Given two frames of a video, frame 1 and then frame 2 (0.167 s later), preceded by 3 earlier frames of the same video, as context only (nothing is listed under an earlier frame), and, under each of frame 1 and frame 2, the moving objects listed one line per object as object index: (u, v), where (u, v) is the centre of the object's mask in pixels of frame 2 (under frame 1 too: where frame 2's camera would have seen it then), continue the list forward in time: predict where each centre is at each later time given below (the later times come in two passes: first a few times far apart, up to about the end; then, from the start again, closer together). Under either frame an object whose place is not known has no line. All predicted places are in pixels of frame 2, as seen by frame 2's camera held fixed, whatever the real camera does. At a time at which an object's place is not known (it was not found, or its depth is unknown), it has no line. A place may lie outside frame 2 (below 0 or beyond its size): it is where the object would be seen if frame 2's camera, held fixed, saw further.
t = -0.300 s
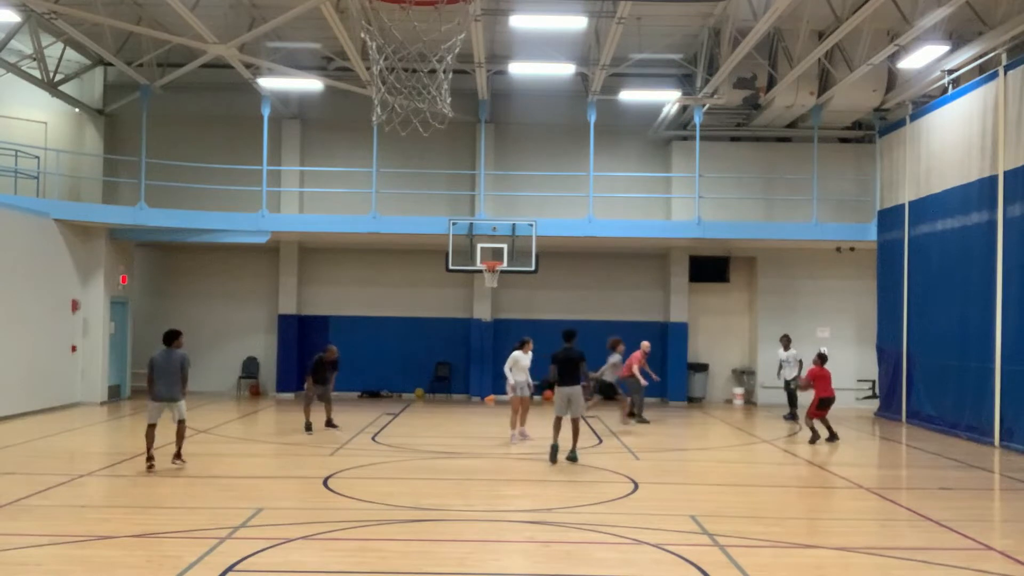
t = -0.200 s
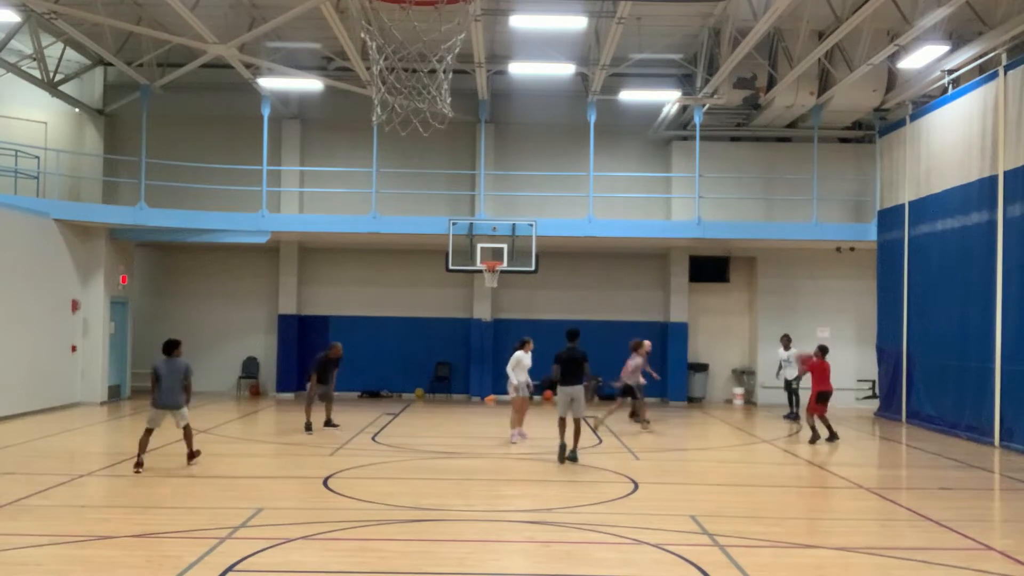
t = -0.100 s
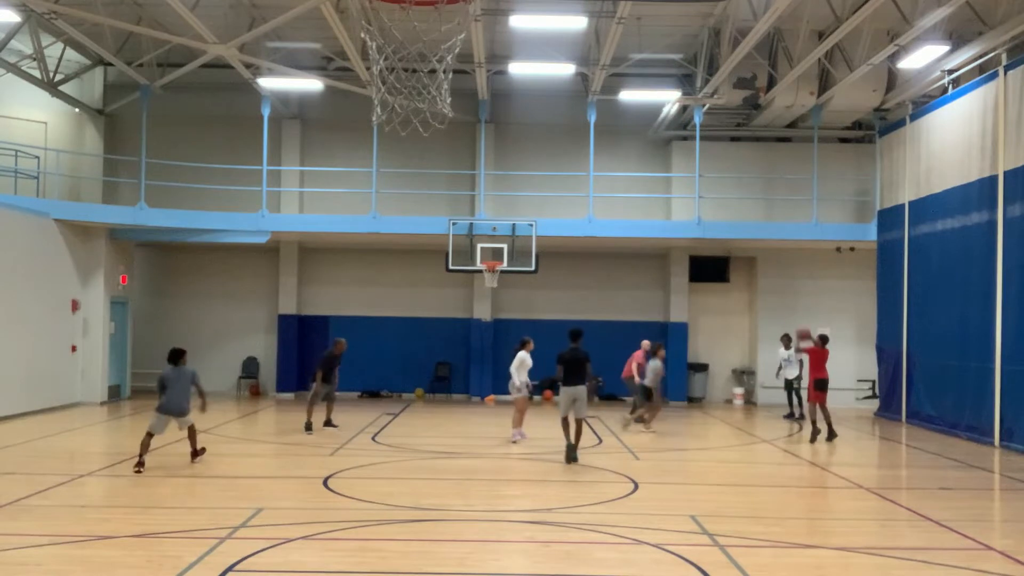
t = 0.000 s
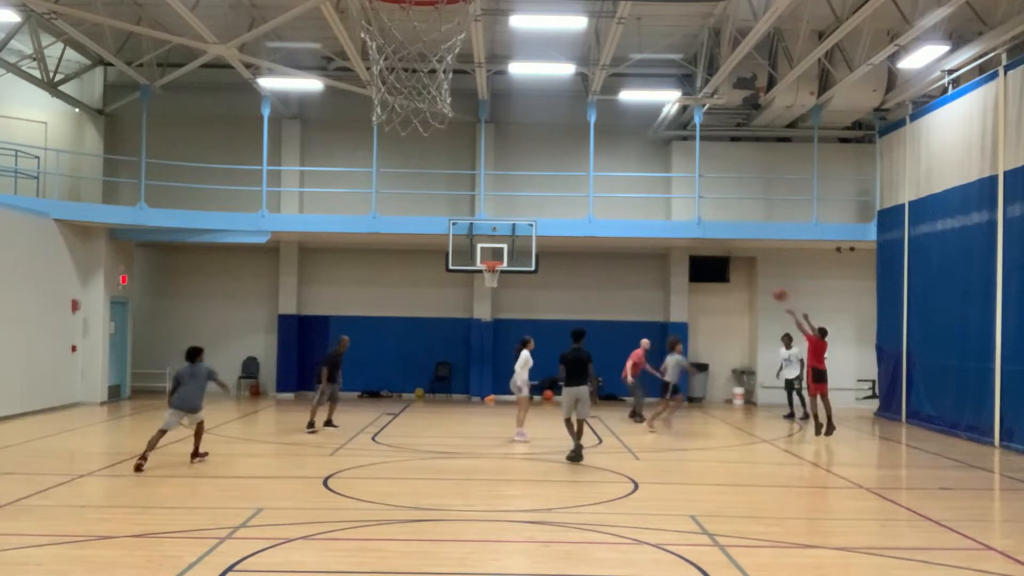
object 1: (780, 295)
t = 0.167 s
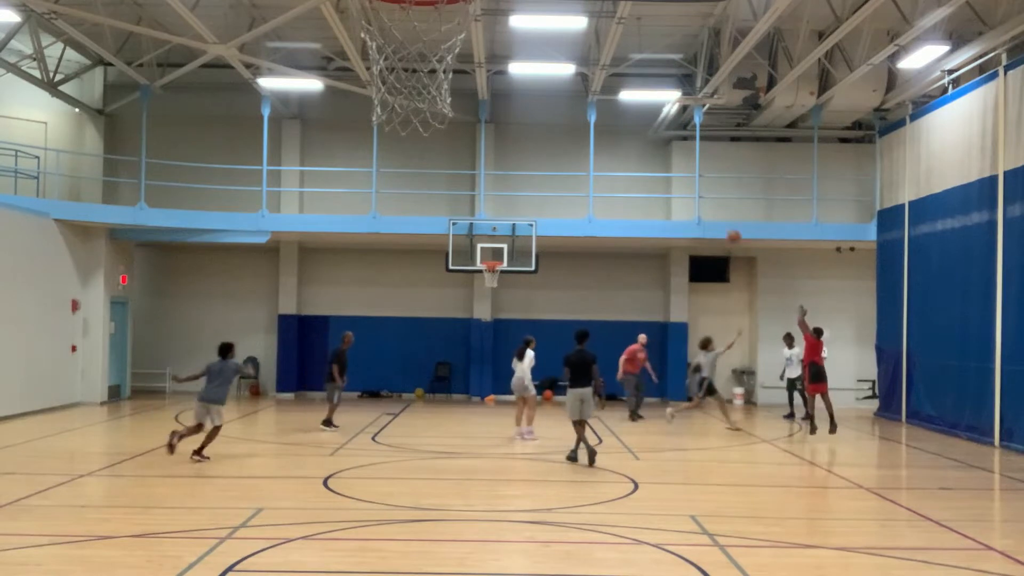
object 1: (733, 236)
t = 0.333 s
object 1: (692, 198)
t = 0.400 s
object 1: (675, 187)
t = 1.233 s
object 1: (496, 243)
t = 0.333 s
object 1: (692, 198)
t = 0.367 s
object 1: (684, 192)
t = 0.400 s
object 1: (675, 187)
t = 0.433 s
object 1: (668, 183)
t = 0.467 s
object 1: (659, 179)
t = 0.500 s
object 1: (652, 176)
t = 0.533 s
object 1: (644, 173)
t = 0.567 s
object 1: (636, 171)
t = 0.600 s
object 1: (629, 170)
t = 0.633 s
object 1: (621, 169)
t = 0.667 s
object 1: (613, 169)
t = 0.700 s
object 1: (606, 169)
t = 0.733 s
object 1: (599, 170)
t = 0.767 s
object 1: (591, 171)
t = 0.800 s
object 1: (584, 173)
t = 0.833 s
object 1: (577, 176)
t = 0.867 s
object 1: (570, 179)
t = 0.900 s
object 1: (563, 182)
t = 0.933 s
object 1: (556, 186)
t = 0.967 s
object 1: (550, 191)
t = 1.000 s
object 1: (542, 196)
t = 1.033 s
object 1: (535, 202)
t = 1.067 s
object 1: (529, 209)
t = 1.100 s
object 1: (522, 215)
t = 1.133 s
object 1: (515, 222)
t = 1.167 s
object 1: (510, 229)
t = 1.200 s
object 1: (502, 238)
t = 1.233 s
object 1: (496, 243)
